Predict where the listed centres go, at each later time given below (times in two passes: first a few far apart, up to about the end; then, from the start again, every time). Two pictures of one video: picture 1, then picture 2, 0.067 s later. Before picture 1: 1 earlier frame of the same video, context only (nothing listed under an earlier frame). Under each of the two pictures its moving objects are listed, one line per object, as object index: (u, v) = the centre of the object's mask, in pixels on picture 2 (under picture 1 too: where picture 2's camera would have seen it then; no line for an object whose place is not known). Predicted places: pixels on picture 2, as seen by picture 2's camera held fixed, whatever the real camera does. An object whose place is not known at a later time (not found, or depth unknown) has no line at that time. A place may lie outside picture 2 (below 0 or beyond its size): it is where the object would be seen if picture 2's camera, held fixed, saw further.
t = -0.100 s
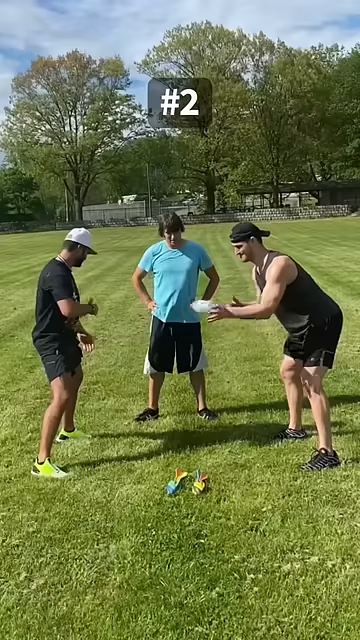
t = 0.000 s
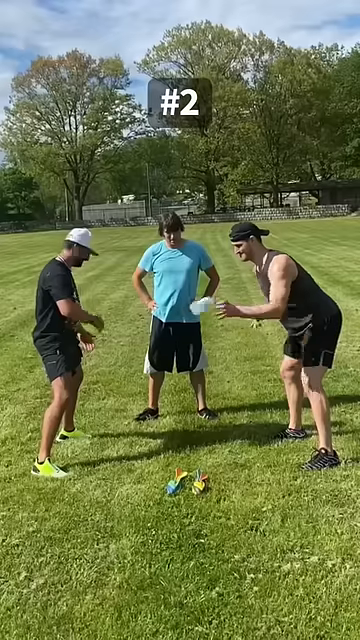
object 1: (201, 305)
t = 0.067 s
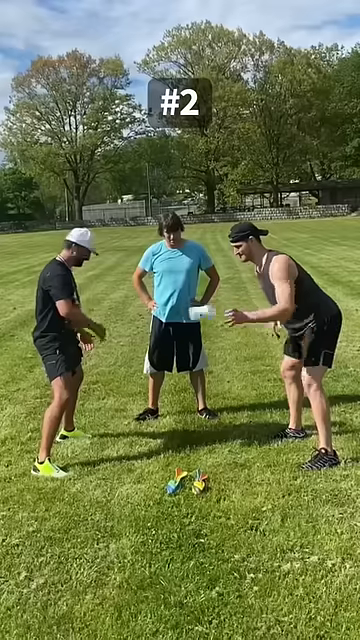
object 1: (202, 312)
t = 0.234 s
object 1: (202, 359)
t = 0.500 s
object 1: (210, 463)
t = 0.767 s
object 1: (216, 463)
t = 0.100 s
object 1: (202, 318)
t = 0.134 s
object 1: (200, 325)
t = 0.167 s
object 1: (202, 335)
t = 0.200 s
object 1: (203, 345)
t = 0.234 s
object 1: (202, 359)
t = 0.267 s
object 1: (203, 372)
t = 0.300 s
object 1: (203, 388)
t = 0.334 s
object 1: (205, 406)
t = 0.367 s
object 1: (206, 425)
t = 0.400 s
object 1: (206, 447)
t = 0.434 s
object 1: (207, 465)
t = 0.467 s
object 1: (208, 465)
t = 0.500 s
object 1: (210, 463)
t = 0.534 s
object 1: (211, 462)
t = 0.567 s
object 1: (213, 461)
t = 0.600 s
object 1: (214, 461)
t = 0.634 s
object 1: (215, 462)
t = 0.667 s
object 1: (215, 462)
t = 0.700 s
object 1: (216, 462)
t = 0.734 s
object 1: (216, 463)
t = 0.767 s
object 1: (216, 463)
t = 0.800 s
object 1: (216, 463)
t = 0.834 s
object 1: (216, 463)
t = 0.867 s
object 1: (216, 463)
